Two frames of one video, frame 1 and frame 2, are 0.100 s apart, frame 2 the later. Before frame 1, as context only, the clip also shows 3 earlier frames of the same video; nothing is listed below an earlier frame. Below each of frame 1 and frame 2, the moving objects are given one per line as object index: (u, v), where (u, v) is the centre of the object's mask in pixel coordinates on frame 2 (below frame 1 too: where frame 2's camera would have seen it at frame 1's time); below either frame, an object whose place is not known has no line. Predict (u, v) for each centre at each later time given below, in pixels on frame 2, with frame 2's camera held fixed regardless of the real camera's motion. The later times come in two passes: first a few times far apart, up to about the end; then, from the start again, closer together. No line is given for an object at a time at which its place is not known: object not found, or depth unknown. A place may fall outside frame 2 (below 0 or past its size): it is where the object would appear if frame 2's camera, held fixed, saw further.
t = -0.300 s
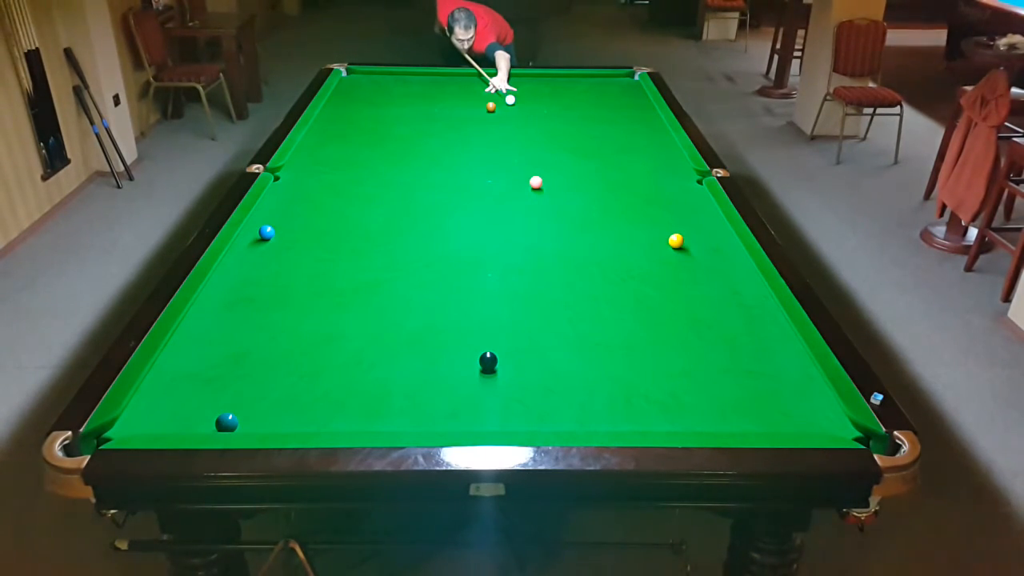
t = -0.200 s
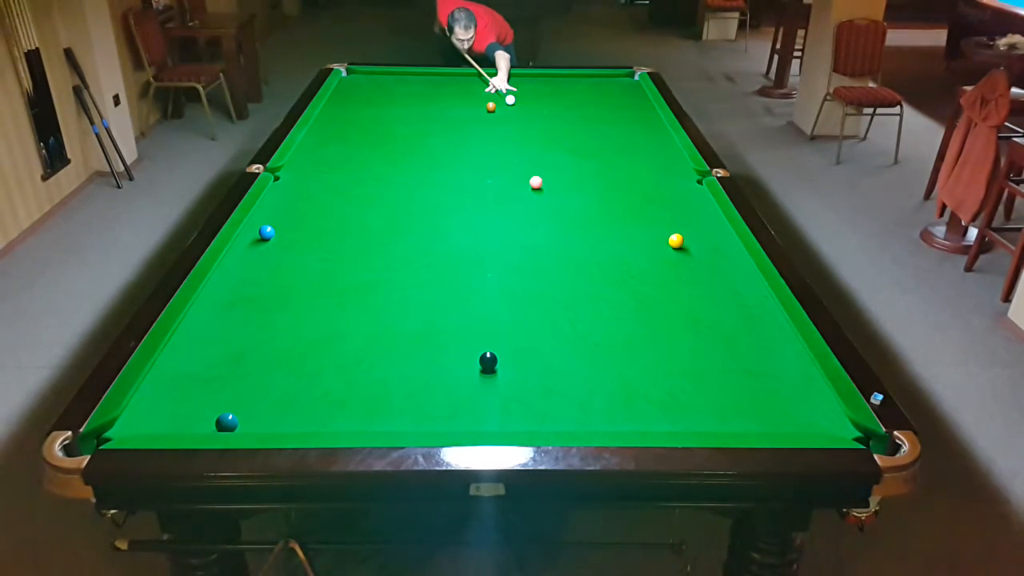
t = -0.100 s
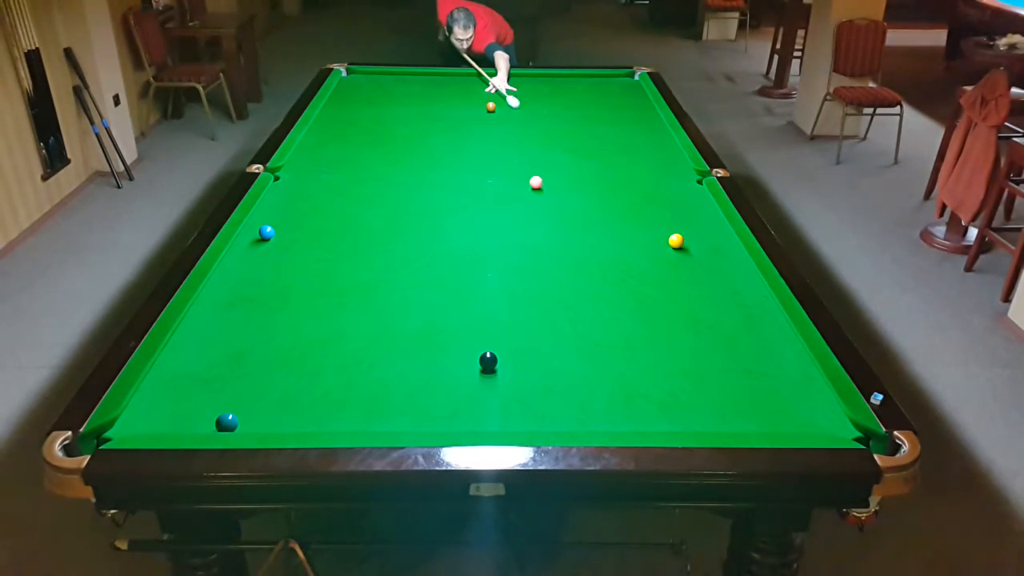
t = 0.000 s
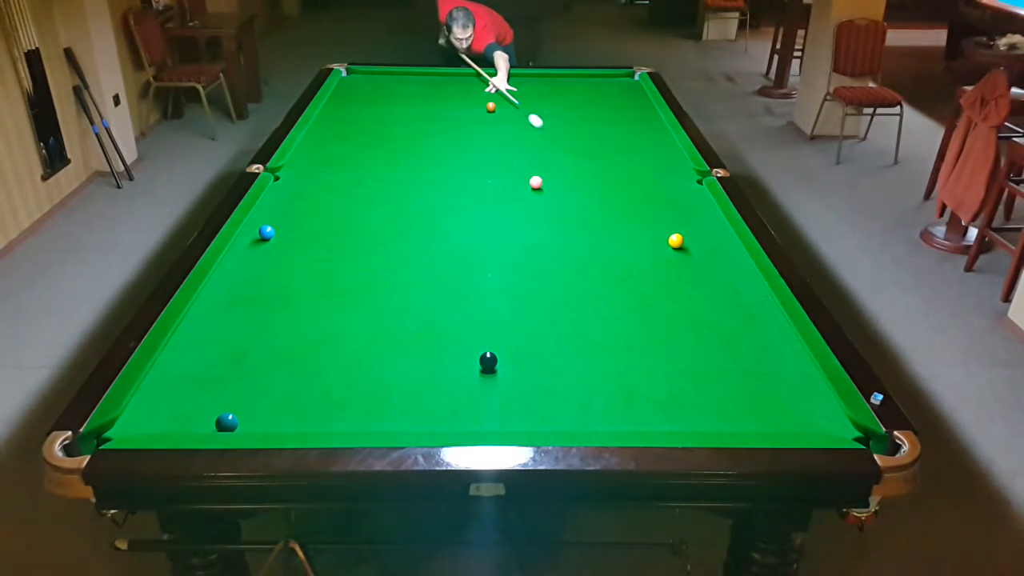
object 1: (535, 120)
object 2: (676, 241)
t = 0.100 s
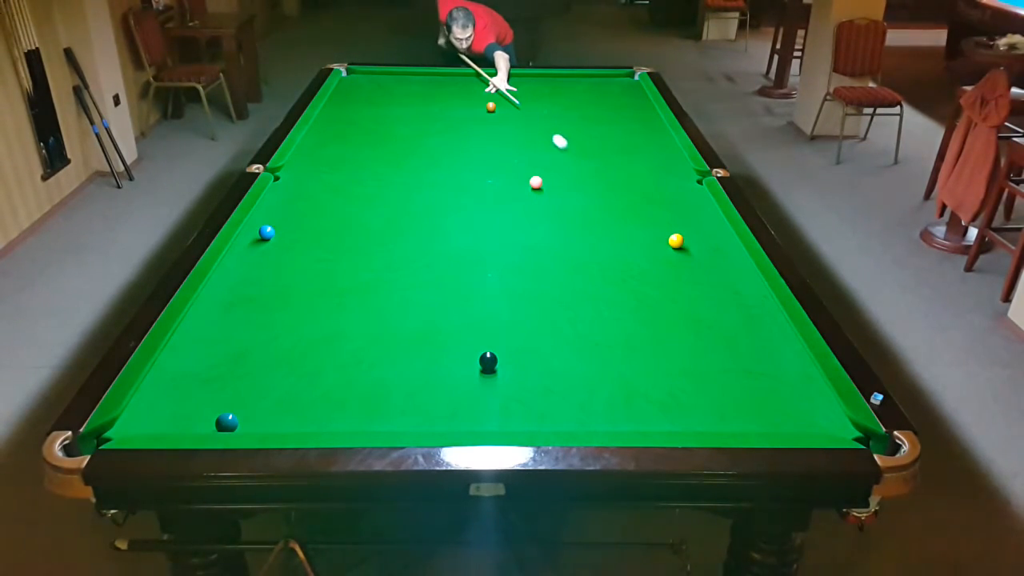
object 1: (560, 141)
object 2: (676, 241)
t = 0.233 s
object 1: (595, 171)
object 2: (676, 241)
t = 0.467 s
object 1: (668, 231)
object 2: (677, 242)
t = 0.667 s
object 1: (703, 240)
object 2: (727, 307)
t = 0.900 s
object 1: (731, 256)
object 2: (795, 393)
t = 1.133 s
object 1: (718, 270)
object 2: (808, 390)
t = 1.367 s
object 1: (704, 283)
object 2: (751, 349)
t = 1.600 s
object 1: (689, 297)
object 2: (705, 316)
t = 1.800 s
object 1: (656, 289)
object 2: (693, 311)
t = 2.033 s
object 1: (617, 278)
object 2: (687, 310)
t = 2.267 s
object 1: (582, 268)
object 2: (682, 309)
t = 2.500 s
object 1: (550, 259)
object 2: (679, 309)
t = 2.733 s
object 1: (521, 250)
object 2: (679, 309)
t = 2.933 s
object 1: (498, 244)
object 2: (679, 309)
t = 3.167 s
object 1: (473, 237)
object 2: (679, 309)
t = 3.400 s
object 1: (450, 231)
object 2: (679, 309)
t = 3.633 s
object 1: (430, 226)
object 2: (679, 309)
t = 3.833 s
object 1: (413, 222)
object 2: (679, 309)
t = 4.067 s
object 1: (395, 217)
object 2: (679, 309)
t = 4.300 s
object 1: (379, 213)
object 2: (679, 309)
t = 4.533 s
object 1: (365, 210)
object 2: (679, 309)
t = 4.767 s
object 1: (352, 207)
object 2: (679, 309)
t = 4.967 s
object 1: (342, 204)
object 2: (679, 309)
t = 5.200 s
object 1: (332, 202)
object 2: (679, 309)
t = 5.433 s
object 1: (323, 200)
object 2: (679, 309)
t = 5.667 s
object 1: (316, 198)
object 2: (679, 309)
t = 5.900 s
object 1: (310, 197)
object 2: (679, 309)
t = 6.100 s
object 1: (306, 196)
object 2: (679, 309)
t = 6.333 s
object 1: (302, 195)
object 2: (679, 309)
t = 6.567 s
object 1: (300, 194)
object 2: (679, 309)
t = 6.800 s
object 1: (300, 194)
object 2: (679, 309)
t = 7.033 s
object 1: (300, 194)
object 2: (679, 309)
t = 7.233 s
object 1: (300, 194)
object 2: (679, 309)
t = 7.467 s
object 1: (300, 194)
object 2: (679, 309)
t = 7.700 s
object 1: (300, 194)
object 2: (679, 309)
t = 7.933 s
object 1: (300, 194)
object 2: (679, 309)
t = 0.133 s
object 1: (568, 148)
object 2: (676, 241)
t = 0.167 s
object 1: (577, 155)
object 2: (676, 241)
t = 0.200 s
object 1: (586, 163)
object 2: (676, 241)
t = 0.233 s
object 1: (595, 171)
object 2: (676, 241)
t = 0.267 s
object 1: (604, 179)
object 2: (676, 241)
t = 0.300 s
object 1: (614, 187)
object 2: (676, 241)
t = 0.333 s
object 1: (624, 195)
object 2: (676, 241)
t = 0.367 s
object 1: (635, 204)
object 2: (676, 241)
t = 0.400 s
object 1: (646, 213)
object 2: (676, 241)
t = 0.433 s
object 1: (658, 223)
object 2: (676, 241)
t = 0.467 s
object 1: (668, 231)
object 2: (677, 242)
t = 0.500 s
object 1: (675, 234)
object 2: (683, 250)
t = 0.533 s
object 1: (681, 235)
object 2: (692, 261)
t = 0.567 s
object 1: (686, 236)
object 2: (700, 272)
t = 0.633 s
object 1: (697, 238)
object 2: (718, 295)
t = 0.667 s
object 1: (703, 240)
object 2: (727, 307)
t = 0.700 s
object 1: (709, 242)
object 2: (737, 319)
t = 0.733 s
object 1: (715, 244)
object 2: (746, 330)
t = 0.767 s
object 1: (722, 246)
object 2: (755, 342)
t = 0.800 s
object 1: (729, 249)
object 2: (765, 355)
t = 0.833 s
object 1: (736, 252)
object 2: (774, 367)
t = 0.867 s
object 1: (734, 254)
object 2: (784, 380)
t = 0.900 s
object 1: (731, 256)
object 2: (795, 393)
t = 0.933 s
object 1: (729, 258)
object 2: (806, 408)
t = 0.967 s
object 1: (727, 260)
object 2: (817, 421)
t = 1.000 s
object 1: (725, 262)
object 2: (825, 424)
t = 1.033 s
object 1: (723, 264)
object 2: (828, 414)
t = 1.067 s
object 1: (721, 266)
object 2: (828, 404)
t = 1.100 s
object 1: (720, 268)
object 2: (818, 397)
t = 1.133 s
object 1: (718, 270)
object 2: (808, 390)
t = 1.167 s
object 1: (716, 271)
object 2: (799, 384)
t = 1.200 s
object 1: (714, 273)
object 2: (791, 378)
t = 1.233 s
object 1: (712, 275)
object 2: (782, 372)
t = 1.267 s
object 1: (709, 278)
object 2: (774, 366)
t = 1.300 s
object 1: (708, 279)
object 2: (766, 360)
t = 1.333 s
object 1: (706, 281)
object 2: (759, 355)
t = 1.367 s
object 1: (704, 283)
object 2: (751, 349)
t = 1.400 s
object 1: (702, 285)
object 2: (744, 344)
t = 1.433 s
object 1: (700, 287)
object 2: (737, 339)
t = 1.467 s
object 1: (697, 289)
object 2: (731, 334)
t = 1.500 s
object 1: (695, 291)
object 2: (724, 329)
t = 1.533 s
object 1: (693, 293)
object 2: (717, 325)
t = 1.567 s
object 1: (691, 295)
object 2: (711, 320)
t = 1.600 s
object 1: (689, 297)
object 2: (705, 316)
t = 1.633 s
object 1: (687, 299)
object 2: (699, 312)
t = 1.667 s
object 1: (682, 298)
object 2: (696, 310)
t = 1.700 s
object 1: (675, 296)
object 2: (696, 311)
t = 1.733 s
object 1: (668, 293)
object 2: (695, 311)
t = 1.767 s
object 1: (662, 291)
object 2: (694, 311)
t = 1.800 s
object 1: (656, 289)
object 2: (693, 311)
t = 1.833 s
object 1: (650, 288)
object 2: (692, 311)
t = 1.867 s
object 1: (644, 286)
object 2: (691, 311)
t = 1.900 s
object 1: (639, 285)
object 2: (690, 310)
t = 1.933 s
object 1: (633, 283)
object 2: (689, 310)
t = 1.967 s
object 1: (628, 281)
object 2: (688, 310)
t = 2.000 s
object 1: (622, 280)
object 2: (687, 310)
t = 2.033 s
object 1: (617, 278)
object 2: (687, 310)
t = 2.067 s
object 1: (612, 277)
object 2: (686, 310)
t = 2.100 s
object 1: (607, 275)
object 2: (685, 309)
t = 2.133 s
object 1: (602, 274)
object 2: (684, 309)
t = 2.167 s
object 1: (597, 272)
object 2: (684, 309)
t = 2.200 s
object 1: (592, 271)
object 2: (683, 309)
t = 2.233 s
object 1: (587, 269)
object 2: (682, 309)
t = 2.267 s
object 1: (582, 268)
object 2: (682, 309)
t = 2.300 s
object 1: (577, 267)
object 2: (681, 309)
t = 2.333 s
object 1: (573, 265)
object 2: (681, 309)
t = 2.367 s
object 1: (568, 264)
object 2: (681, 309)
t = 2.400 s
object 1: (563, 263)
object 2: (680, 309)
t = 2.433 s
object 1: (559, 261)
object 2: (680, 309)
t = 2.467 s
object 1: (554, 260)
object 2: (680, 309)
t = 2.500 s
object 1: (550, 259)
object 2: (679, 309)
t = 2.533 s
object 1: (546, 257)
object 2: (679, 309)
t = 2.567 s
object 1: (541, 256)
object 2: (679, 309)
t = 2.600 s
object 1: (537, 255)
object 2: (679, 309)
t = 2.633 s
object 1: (533, 254)
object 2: (679, 309)
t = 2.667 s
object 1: (529, 253)
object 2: (679, 309)
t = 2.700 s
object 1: (525, 252)
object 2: (679, 309)
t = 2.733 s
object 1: (521, 250)
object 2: (679, 309)
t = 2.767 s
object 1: (517, 249)
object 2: (679, 309)
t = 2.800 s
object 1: (513, 248)
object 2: (679, 309)
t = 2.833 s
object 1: (509, 247)
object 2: (679, 309)
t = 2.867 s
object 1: (505, 246)
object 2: (679, 309)
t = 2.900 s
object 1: (501, 245)
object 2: (679, 309)
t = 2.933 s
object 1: (498, 244)
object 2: (679, 309)
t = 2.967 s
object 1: (494, 243)
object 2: (679, 309)
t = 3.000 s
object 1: (490, 242)
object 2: (679, 309)
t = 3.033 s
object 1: (487, 241)
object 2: (679, 309)
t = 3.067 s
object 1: (483, 240)
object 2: (679, 309)
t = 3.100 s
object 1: (480, 239)
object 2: (679, 309)
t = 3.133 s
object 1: (476, 238)
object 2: (679, 309)
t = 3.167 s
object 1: (473, 237)
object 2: (679, 309)
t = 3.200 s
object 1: (469, 236)
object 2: (679, 309)
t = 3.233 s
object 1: (466, 236)
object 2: (679, 309)
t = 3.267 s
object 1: (463, 235)
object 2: (679, 309)
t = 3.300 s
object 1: (460, 234)
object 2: (679, 309)
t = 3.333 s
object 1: (457, 233)
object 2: (679, 309)
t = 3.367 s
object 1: (453, 232)
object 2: (679, 309)
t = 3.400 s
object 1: (450, 231)
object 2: (679, 309)
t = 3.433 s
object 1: (447, 230)
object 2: (679, 309)
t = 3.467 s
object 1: (444, 229)
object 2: (679, 309)
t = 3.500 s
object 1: (441, 229)
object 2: (679, 309)
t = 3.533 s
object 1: (438, 228)
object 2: (679, 309)
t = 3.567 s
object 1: (435, 227)
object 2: (679, 309)
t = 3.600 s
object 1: (432, 227)
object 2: (679, 309)
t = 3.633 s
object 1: (430, 226)
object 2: (679, 309)
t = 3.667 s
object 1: (426, 225)
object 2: (679, 309)
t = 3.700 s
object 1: (424, 224)
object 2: (679, 309)
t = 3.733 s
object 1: (421, 224)
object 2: (679, 309)
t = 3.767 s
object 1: (418, 223)
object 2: (679, 309)
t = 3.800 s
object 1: (416, 222)
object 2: (679, 309)
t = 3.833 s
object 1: (413, 222)
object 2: (679, 309)
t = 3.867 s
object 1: (410, 221)
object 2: (679, 309)
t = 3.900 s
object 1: (408, 220)
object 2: (679, 309)
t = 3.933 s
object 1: (405, 220)
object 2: (679, 309)
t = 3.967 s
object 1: (403, 219)
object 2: (679, 309)
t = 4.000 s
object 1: (400, 218)
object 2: (679, 309)
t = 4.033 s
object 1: (397, 218)
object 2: (679, 309)
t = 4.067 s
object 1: (395, 217)
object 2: (679, 309)
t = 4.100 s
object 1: (393, 217)
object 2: (679, 309)
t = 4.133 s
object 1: (390, 216)
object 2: (679, 309)
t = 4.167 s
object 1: (388, 215)
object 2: (679, 309)
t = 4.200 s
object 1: (386, 215)
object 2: (679, 309)
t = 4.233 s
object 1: (383, 214)
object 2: (679, 309)
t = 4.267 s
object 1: (381, 214)
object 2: (679, 309)
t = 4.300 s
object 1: (379, 213)
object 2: (679, 309)
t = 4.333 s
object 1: (377, 213)
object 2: (679, 309)
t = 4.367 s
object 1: (375, 212)
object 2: (679, 309)
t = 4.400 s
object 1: (373, 212)
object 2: (679, 309)
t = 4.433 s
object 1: (370, 211)
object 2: (679, 309)
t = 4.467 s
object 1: (369, 211)
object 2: (679, 309)
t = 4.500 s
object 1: (367, 210)
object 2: (679, 309)
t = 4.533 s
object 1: (365, 210)
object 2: (679, 309)
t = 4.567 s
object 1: (363, 209)
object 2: (679, 309)
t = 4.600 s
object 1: (361, 208)
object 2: (679, 309)
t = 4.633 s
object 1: (359, 208)
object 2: (679, 309)
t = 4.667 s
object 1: (357, 208)
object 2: (679, 309)
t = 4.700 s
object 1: (355, 207)
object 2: (679, 309)
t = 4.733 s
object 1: (354, 207)
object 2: (679, 309)
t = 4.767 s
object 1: (352, 207)
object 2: (679, 309)
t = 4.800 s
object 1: (350, 206)
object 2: (679, 309)
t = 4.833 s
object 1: (349, 206)
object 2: (679, 309)
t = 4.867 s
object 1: (347, 205)
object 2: (679, 309)
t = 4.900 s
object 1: (345, 205)
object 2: (679, 309)
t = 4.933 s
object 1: (344, 205)
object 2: (679, 309)
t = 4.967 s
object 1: (342, 204)
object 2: (679, 309)
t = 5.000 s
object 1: (341, 204)
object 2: (679, 309)
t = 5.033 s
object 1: (339, 203)
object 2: (679, 309)
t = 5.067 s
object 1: (338, 203)
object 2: (679, 309)
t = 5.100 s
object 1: (336, 203)
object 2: (679, 309)
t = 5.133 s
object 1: (335, 202)
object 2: (679, 309)
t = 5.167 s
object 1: (334, 202)
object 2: (679, 309)
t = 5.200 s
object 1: (332, 202)
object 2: (679, 309)
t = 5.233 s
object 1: (331, 201)
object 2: (679, 309)
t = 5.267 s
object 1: (330, 201)
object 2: (679, 309)
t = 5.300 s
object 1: (328, 201)
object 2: (679, 309)
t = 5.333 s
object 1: (327, 200)
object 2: (679, 309)
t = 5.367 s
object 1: (326, 200)
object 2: (679, 309)
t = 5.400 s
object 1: (324, 200)
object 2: (679, 309)
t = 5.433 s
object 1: (323, 200)
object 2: (679, 309)
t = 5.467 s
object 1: (322, 199)
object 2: (679, 309)
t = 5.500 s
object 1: (321, 199)
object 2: (679, 309)
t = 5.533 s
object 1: (320, 199)
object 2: (679, 309)
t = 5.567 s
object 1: (319, 198)
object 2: (679, 309)
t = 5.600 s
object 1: (318, 198)
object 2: (679, 309)
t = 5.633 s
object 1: (317, 198)
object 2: (679, 309)
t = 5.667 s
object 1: (316, 198)
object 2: (679, 309)
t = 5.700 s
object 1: (315, 198)
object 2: (679, 309)
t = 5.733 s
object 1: (314, 198)
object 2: (679, 309)
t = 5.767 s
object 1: (313, 197)
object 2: (679, 309)
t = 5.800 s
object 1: (312, 197)
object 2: (679, 309)
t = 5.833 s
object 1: (311, 197)
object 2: (679, 309)
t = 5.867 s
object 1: (311, 197)
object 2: (679, 309)
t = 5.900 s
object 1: (310, 197)
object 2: (679, 309)
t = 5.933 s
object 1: (309, 197)
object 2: (679, 309)
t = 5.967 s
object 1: (308, 196)
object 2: (679, 309)
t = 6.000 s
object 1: (308, 196)
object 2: (679, 309)
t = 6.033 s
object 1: (307, 196)
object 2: (679, 309)
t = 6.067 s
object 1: (306, 196)
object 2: (679, 309)
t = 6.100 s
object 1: (306, 196)
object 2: (679, 309)
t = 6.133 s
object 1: (305, 196)
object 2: (679, 309)
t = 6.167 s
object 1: (305, 196)
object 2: (679, 309)
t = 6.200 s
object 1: (304, 195)
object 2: (679, 309)
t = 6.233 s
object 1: (304, 195)
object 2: (679, 309)
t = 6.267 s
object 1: (303, 195)
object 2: (679, 309)
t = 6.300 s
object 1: (303, 195)
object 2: (679, 309)
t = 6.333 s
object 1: (302, 195)
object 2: (679, 309)
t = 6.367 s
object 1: (302, 195)
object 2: (679, 309)
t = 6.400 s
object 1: (302, 195)
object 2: (679, 309)
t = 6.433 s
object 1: (301, 195)
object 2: (679, 309)
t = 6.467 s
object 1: (301, 195)
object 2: (679, 309)
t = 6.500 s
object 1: (300, 195)
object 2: (679, 309)
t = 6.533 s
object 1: (300, 195)
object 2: (679, 309)
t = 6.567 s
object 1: (300, 194)
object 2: (679, 309)
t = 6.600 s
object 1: (300, 194)
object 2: (679, 309)
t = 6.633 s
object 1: (300, 194)
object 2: (679, 309)
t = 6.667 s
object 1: (300, 194)
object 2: (679, 309)
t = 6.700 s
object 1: (300, 194)
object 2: (679, 309)
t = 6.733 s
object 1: (300, 194)
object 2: (679, 309)
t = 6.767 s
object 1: (300, 194)
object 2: (679, 309)
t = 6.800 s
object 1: (300, 194)
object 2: (679, 309)
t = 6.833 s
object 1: (300, 194)
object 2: (679, 309)
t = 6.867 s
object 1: (300, 194)
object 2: (679, 309)
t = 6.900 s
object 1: (300, 194)
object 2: (679, 309)
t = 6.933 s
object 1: (300, 194)
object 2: (679, 309)
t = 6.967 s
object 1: (300, 194)
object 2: (679, 309)
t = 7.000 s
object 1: (300, 194)
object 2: (679, 309)
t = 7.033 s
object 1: (300, 194)
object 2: (679, 309)
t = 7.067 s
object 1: (300, 194)
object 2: (679, 309)
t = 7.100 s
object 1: (300, 194)
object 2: (679, 309)
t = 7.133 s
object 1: (300, 194)
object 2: (679, 309)
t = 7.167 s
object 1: (300, 194)
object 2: (679, 309)
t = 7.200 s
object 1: (300, 194)
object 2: (679, 309)
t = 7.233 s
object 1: (300, 194)
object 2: (679, 309)
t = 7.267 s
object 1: (300, 194)
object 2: (679, 309)
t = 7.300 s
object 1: (300, 194)
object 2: (679, 309)
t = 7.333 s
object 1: (300, 194)
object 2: (679, 309)
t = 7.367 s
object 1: (300, 194)
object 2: (679, 309)
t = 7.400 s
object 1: (300, 194)
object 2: (679, 309)
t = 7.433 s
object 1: (300, 194)
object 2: (679, 309)
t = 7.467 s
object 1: (300, 194)
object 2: (679, 309)
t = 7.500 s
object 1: (300, 194)
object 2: (679, 309)
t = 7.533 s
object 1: (300, 194)
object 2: (679, 309)
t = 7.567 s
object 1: (300, 194)
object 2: (679, 309)
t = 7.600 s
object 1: (300, 194)
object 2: (679, 309)
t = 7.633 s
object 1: (300, 194)
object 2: (679, 309)
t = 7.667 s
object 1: (300, 194)
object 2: (679, 309)
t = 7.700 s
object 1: (300, 194)
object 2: (679, 309)
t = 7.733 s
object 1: (300, 194)
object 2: (679, 309)
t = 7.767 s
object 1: (300, 194)
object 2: (679, 309)
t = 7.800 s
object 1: (300, 194)
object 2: (679, 309)
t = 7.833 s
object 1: (300, 194)
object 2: (679, 309)
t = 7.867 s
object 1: (300, 194)
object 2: (679, 309)
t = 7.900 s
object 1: (300, 194)
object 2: (679, 309)
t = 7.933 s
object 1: (300, 194)
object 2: (679, 309)
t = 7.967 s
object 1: (300, 194)
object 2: (679, 309)
